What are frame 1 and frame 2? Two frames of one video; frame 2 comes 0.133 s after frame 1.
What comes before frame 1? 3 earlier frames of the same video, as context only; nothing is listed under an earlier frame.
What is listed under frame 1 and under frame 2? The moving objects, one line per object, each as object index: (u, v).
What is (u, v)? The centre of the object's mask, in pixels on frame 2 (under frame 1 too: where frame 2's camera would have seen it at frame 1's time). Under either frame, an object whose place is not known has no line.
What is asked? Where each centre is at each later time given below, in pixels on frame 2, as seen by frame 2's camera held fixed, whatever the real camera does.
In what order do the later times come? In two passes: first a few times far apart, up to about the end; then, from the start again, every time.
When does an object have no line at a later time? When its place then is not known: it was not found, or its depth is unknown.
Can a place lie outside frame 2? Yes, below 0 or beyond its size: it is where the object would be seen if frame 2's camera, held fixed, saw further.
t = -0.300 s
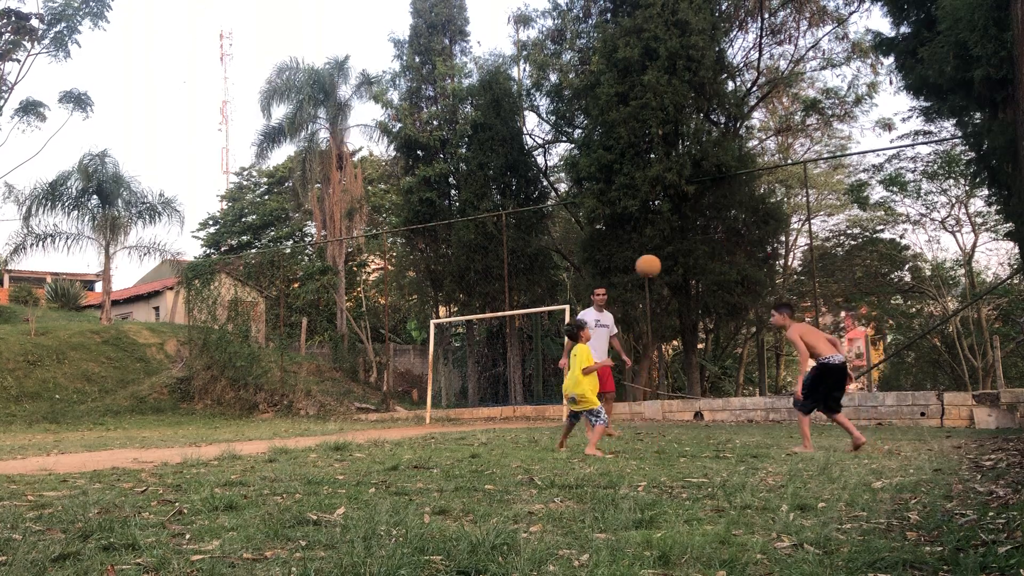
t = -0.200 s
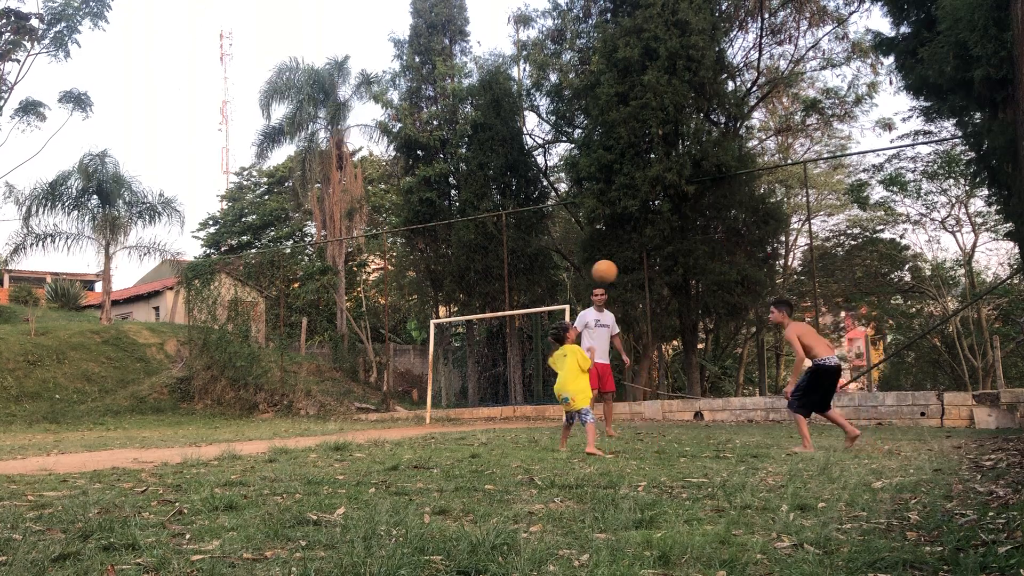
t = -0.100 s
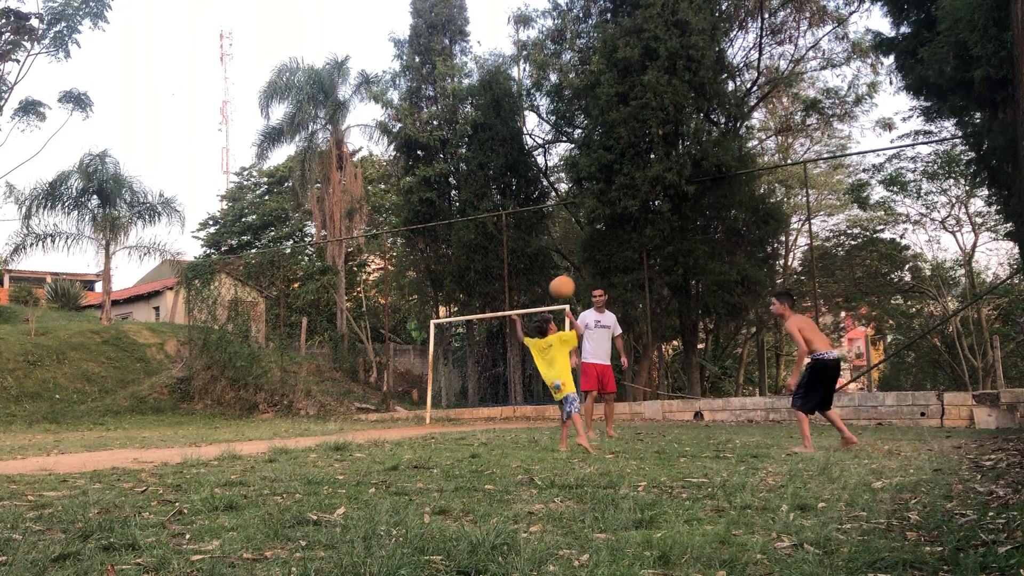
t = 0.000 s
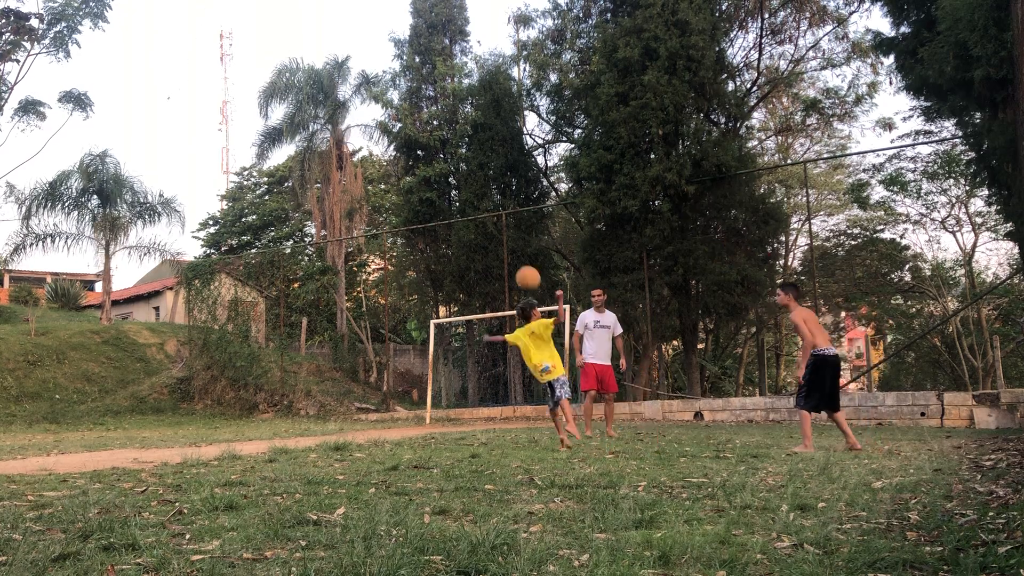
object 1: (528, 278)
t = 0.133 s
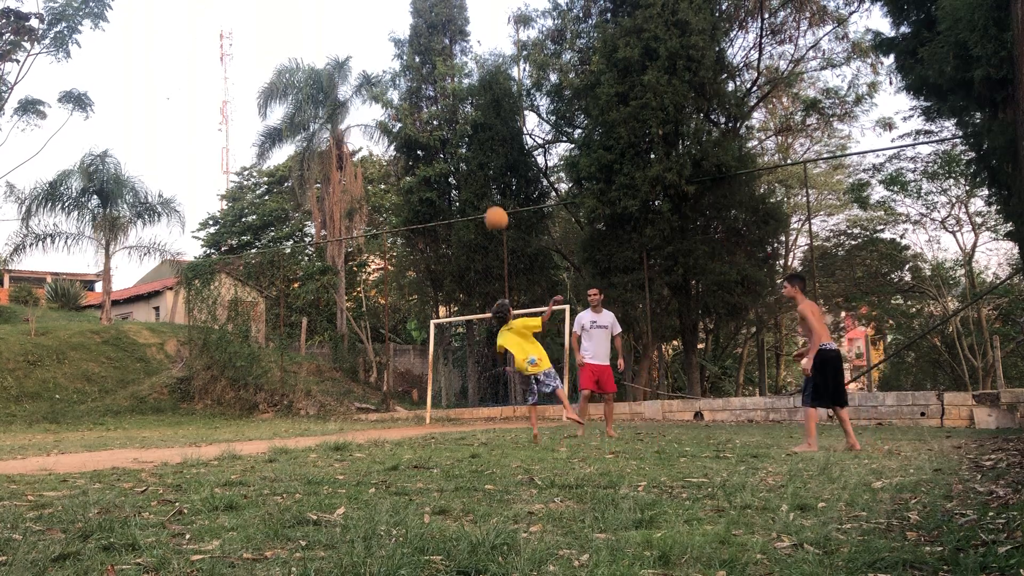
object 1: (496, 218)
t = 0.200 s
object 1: (480, 196)
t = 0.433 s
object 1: (429, 154)
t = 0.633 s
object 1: (388, 163)
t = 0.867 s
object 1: (342, 225)
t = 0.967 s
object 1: (323, 268)
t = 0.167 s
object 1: (488, 206)
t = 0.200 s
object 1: (480, 196)
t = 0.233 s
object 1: (473, 186)
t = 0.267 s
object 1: (465, 178)
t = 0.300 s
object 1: (458, 172)
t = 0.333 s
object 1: (450, 165)
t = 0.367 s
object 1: (444, 160)
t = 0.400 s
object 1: (436, 157)
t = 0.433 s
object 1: (429, 154)
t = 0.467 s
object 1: (422, 154)
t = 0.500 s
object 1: (415, 153)
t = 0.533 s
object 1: (408, 154)
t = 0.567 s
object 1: (401, 156)
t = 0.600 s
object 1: (395, 159)
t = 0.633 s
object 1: (388, 163)
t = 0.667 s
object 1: (381, 168)
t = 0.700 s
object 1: (374, 175)
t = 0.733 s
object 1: (368, 182)
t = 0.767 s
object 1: (361, 191)
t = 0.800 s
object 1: (355, 201)
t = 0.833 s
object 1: (349, 212)
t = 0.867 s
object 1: (342, 225)
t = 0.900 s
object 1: (335, 237)
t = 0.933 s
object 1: (329, 252)
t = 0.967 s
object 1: (323, 268)
